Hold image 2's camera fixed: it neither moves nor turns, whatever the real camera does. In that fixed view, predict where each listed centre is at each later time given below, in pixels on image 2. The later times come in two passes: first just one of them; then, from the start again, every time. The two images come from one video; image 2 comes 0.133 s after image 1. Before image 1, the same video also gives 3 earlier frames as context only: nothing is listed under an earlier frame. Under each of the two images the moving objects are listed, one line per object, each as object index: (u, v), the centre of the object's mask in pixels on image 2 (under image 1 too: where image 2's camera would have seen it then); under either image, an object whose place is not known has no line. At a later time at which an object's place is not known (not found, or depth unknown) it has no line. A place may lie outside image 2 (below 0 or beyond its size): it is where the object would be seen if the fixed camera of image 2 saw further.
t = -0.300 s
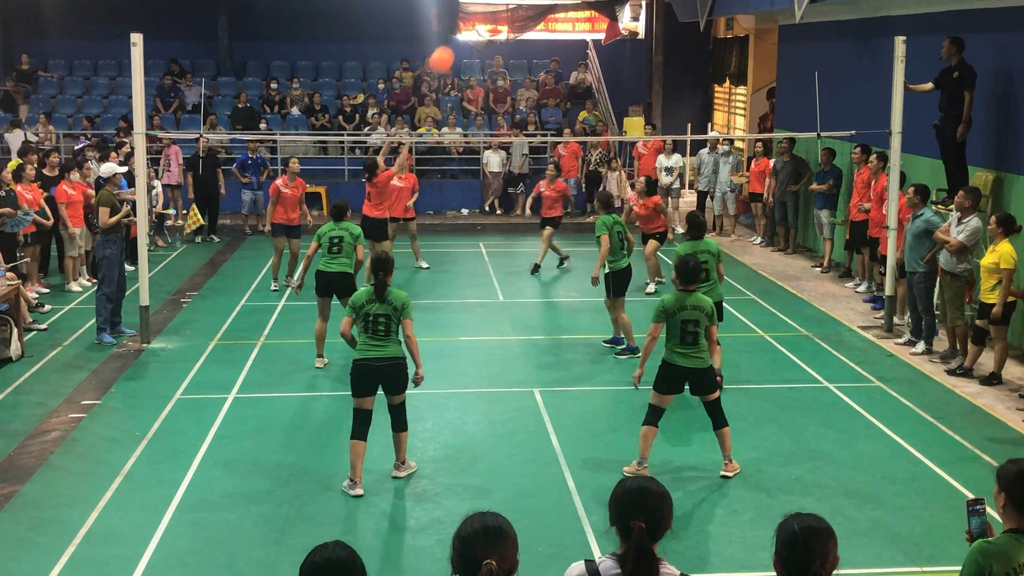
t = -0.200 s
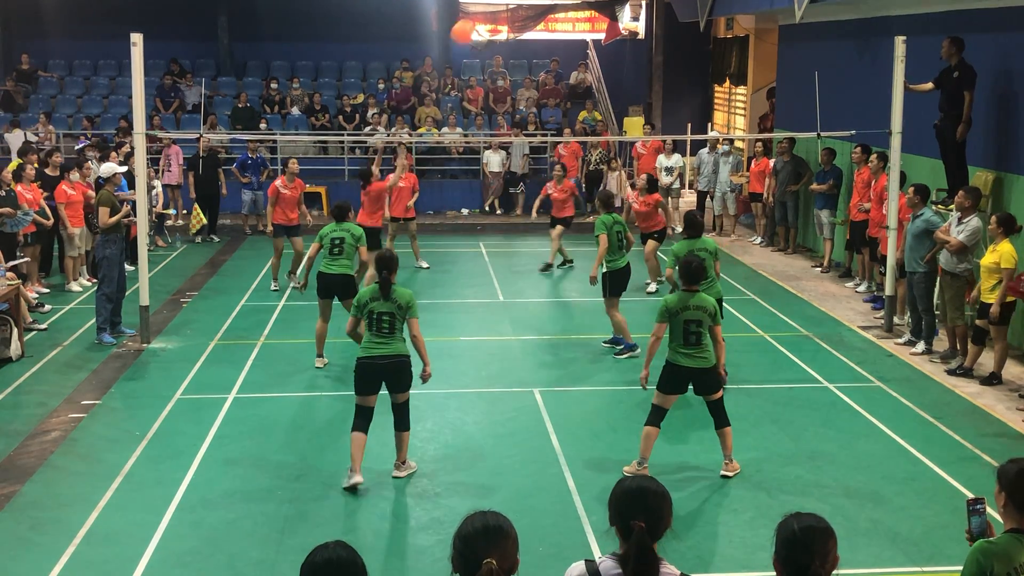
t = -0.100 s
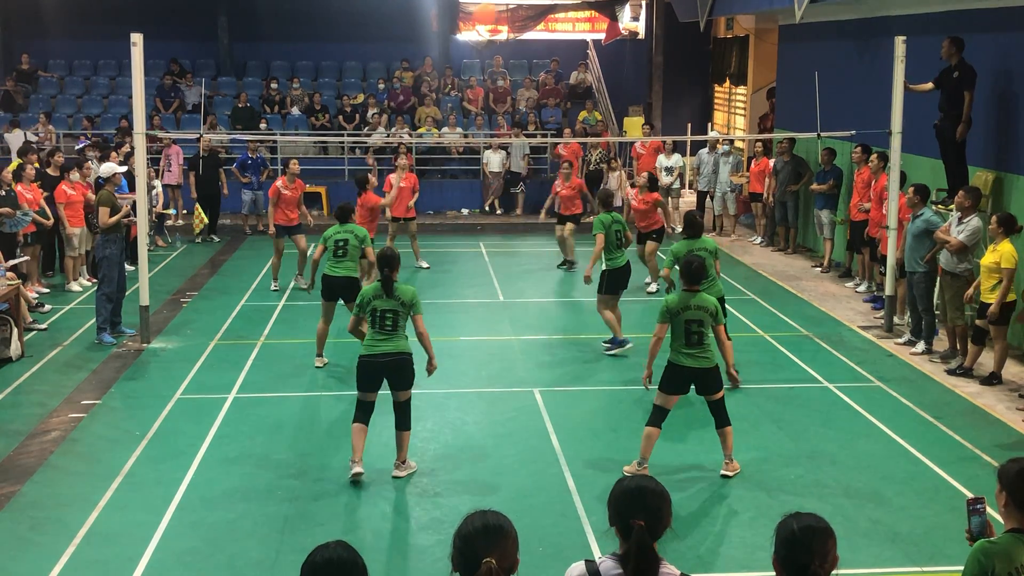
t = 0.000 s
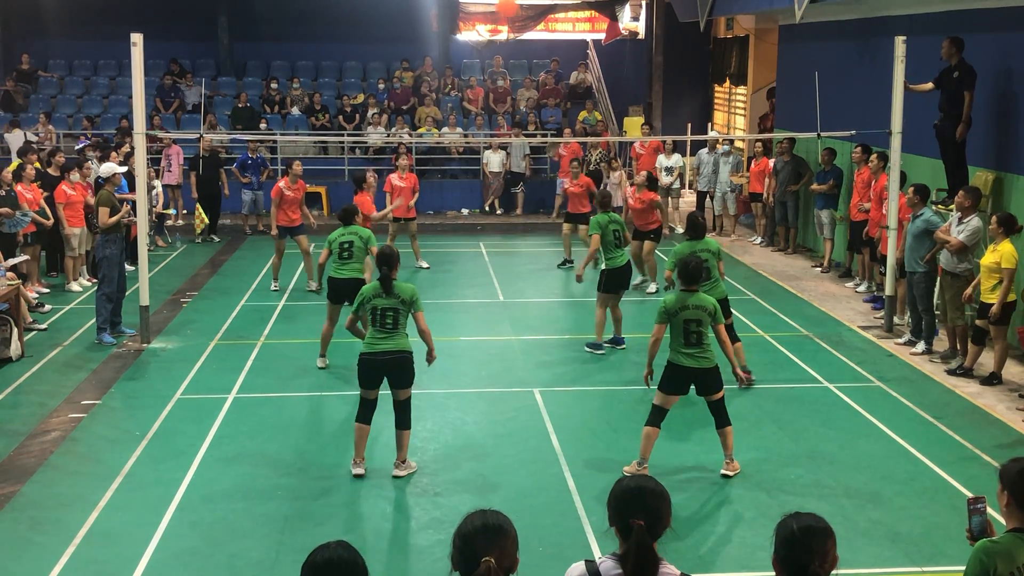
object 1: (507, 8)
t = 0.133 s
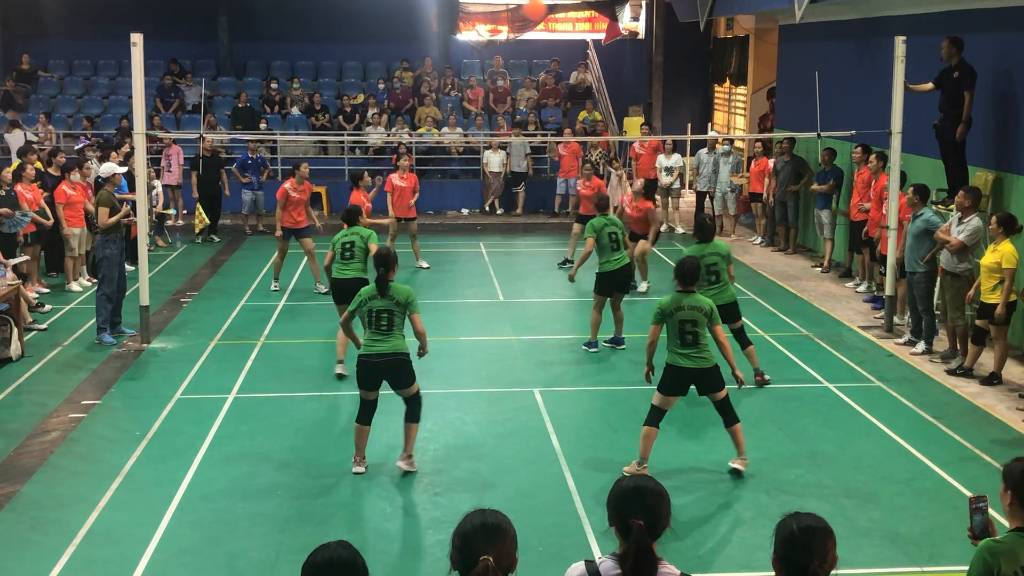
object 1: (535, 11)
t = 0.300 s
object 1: (569, 35)
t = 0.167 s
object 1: (541, 11)
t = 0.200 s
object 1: (548, 15)
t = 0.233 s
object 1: (554, 20)
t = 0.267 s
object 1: (561, 26)
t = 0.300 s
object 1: (569, 35)
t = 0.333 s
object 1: (576, 43)
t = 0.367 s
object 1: (581, 50)
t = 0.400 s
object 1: (587, 59)
